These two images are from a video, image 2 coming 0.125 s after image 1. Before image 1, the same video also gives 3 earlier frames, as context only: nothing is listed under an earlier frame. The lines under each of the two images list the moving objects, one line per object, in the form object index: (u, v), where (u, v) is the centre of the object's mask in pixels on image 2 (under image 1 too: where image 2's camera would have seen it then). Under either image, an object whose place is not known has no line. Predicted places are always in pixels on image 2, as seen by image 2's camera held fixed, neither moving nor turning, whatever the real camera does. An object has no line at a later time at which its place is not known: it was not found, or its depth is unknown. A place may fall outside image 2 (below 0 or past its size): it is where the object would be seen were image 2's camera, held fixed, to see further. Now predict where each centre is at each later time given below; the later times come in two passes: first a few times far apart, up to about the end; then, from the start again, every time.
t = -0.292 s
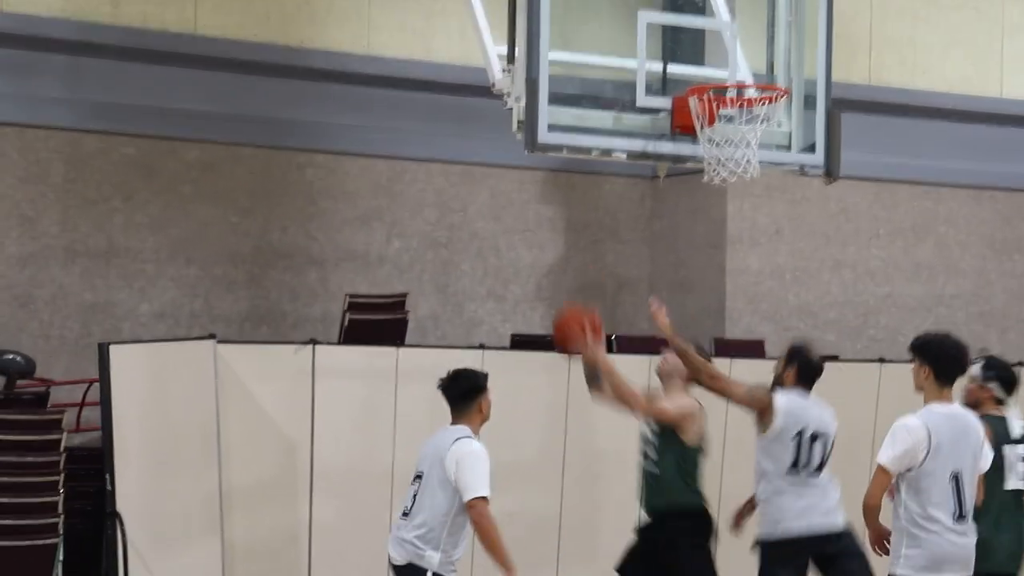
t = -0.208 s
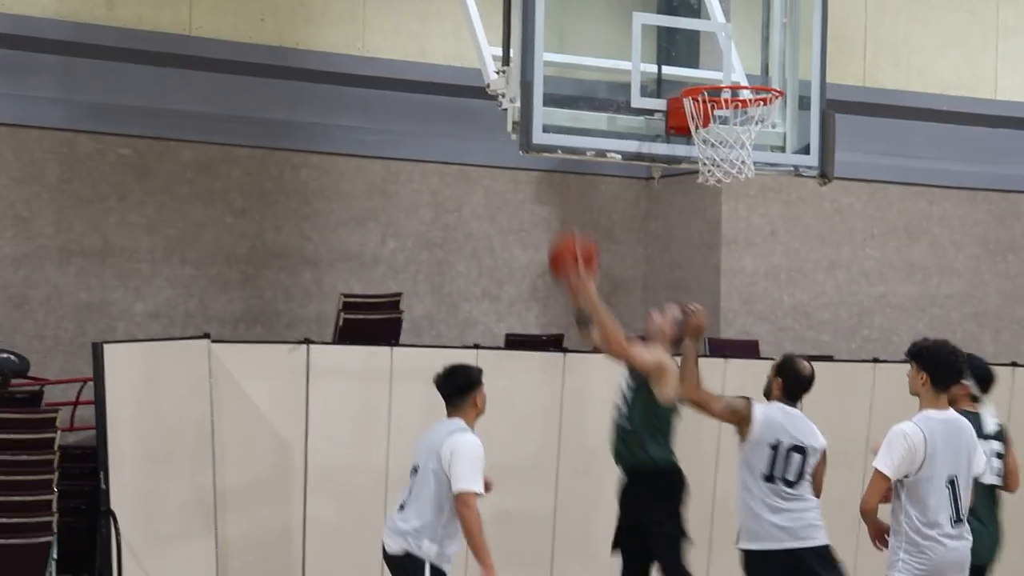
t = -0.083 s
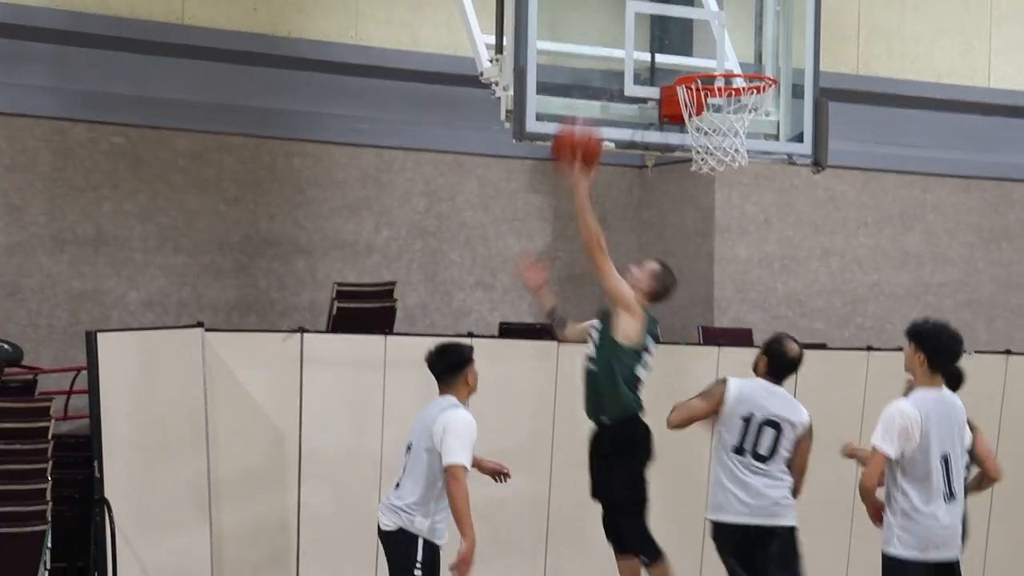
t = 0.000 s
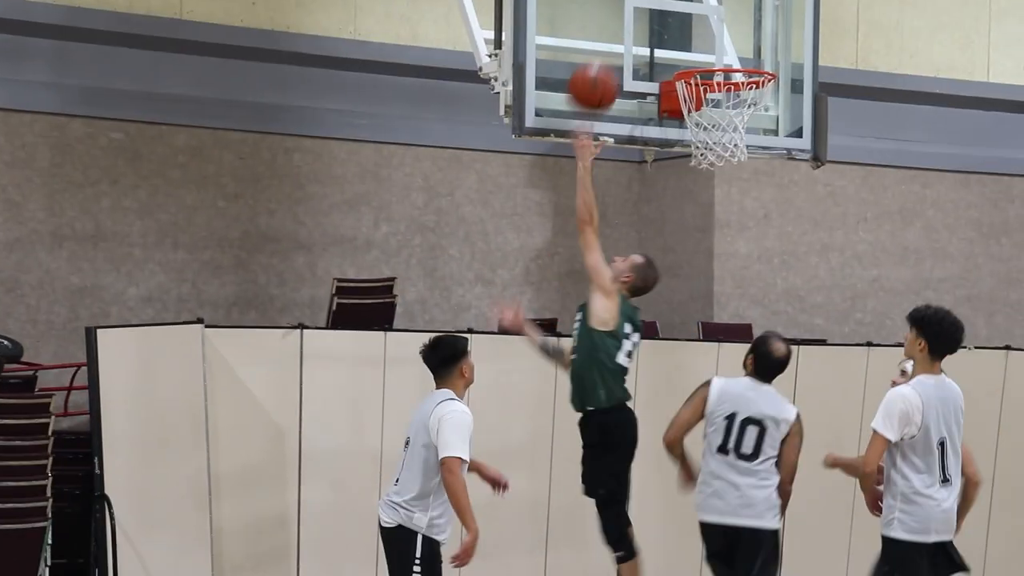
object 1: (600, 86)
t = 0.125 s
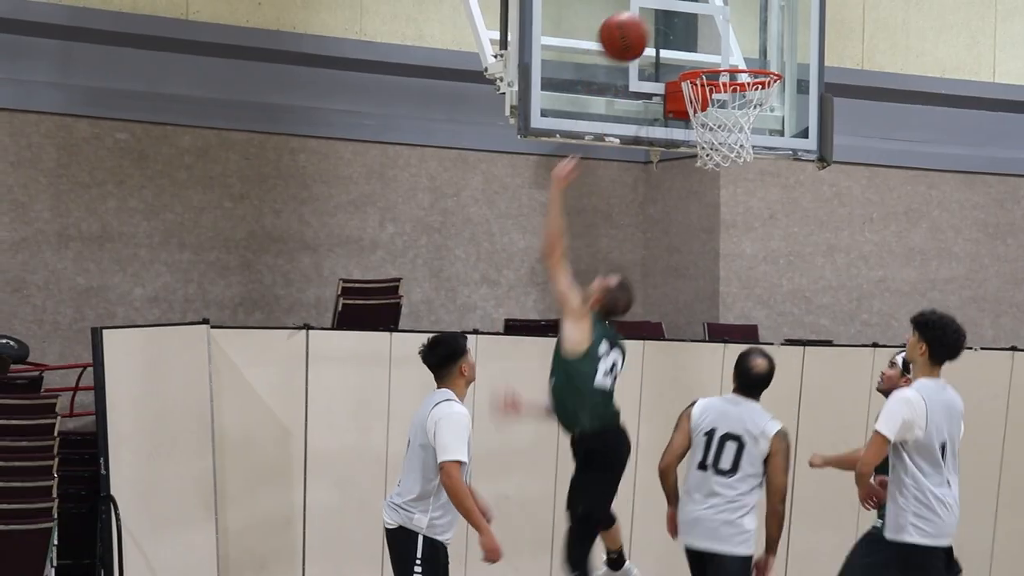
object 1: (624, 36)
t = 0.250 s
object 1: (647, 18)
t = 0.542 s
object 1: (696, 33)
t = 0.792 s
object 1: (725, 79)
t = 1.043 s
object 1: (745, 215)
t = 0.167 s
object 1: (632, 27)
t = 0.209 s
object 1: (639, 20)
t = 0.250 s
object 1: (647, 18)
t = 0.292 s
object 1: (656, 21)
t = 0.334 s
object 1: (665, 27)
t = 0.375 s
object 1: (673, 34)
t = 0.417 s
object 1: (680, 47)
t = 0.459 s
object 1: (687, 45)
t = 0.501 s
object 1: (692, 38)
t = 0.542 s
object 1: (696, 33)
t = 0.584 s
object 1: (701, 32)
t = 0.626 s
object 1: (706, 34)
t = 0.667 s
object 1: (711, 40)
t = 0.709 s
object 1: (716, 47)
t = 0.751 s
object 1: (721, 54)
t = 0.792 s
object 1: (725, 79)
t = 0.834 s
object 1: (730, 95)
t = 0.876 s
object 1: (733, 119)
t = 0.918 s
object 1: (736, 141)
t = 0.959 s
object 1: (740, 167)
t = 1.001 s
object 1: (742, 185)
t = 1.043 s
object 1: (745, 215)
